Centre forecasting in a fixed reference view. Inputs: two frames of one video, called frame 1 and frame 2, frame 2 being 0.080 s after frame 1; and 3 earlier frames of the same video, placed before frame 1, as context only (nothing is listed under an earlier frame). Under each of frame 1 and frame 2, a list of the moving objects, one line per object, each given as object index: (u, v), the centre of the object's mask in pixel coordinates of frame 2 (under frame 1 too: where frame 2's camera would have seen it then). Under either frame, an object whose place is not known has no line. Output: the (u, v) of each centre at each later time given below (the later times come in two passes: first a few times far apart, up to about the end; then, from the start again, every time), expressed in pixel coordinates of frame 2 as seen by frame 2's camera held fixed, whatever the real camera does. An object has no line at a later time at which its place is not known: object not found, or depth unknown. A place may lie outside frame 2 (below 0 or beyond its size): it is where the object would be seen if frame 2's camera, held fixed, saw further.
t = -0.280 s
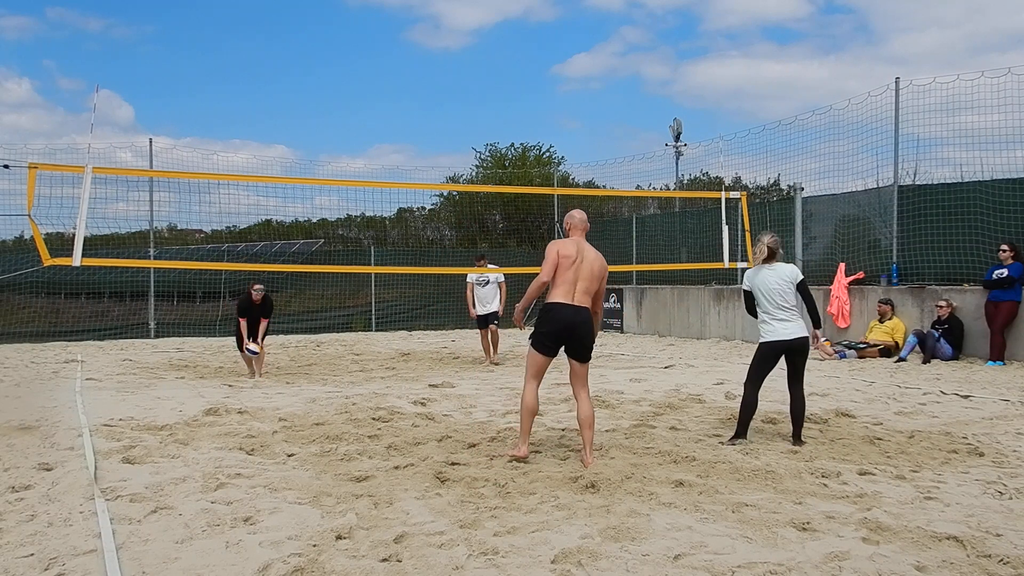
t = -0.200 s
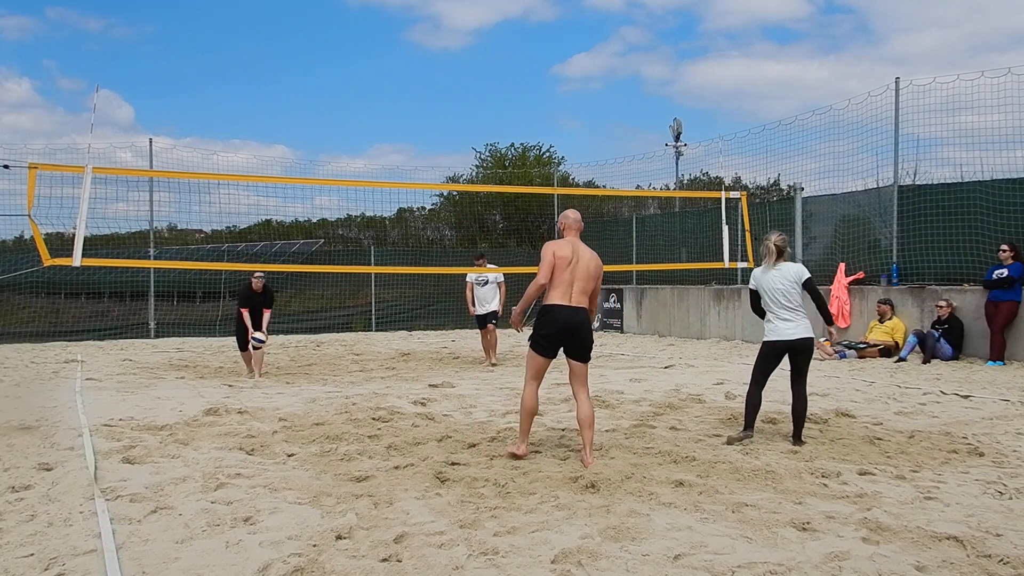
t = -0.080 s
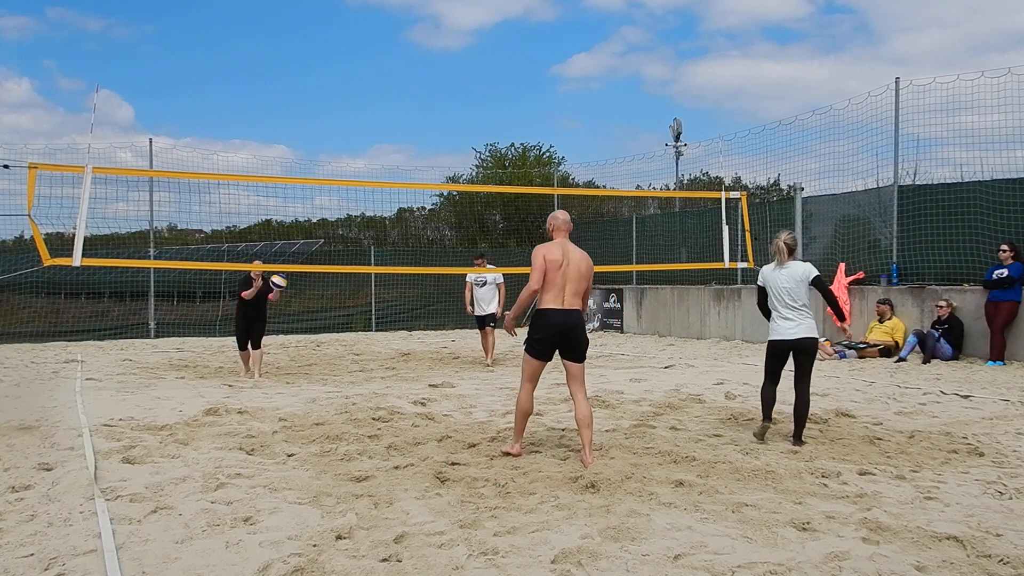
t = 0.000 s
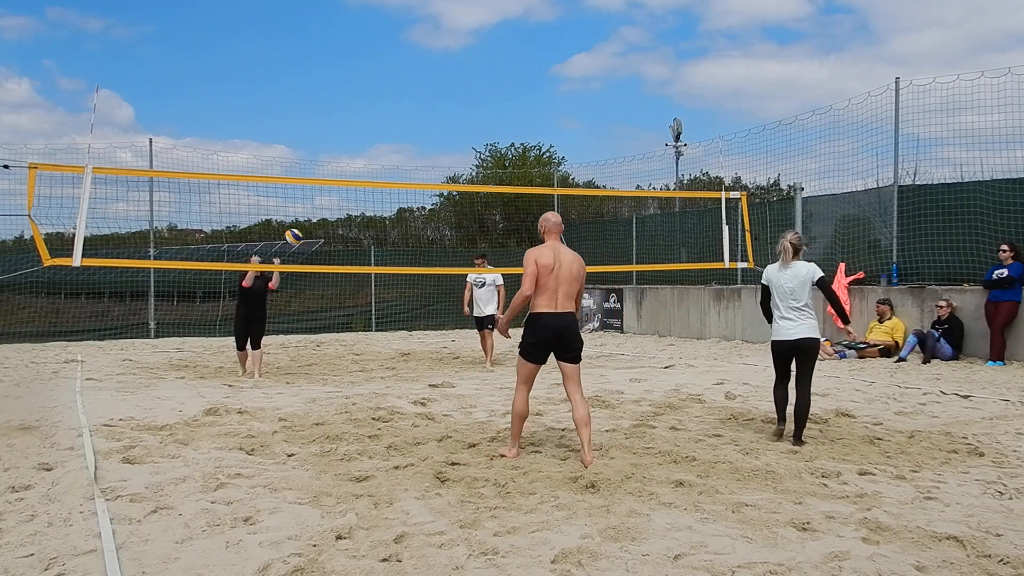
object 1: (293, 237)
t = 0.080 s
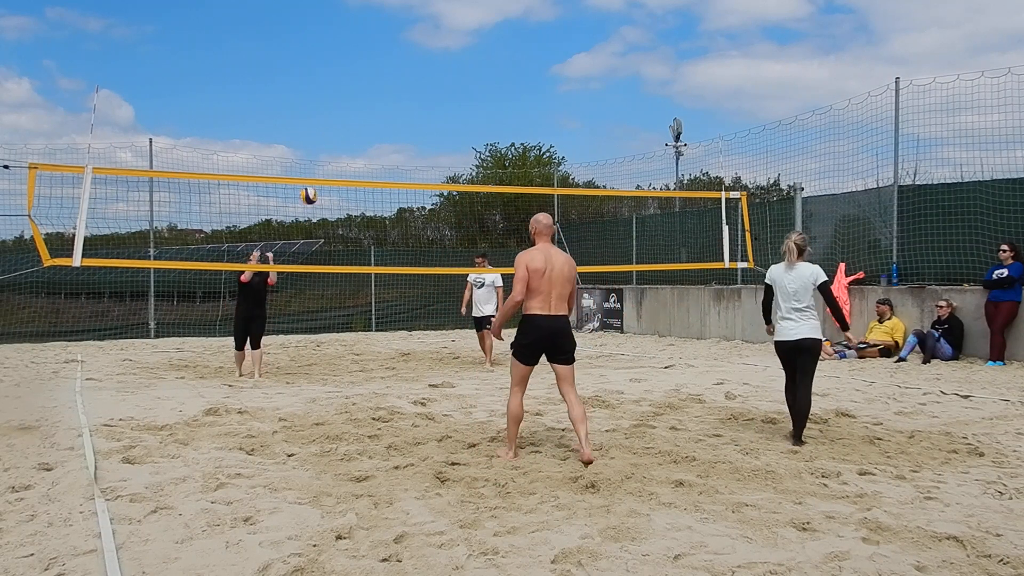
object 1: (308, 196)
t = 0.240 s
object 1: (341, 124)
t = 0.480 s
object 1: (393, 45)
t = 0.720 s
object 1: (452, 13)
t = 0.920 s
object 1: (507, 31)
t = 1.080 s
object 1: (554, 80)
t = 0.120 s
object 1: (316, 174)
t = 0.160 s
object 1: (324, 158)
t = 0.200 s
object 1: (333, 141)
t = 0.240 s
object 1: (341, 124)
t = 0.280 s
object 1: (349, 109)
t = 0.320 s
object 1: (358, 94)
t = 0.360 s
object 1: (366, 80)
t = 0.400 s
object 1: (375, 67)
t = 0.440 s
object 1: (384, 56)
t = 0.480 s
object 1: (393, 45)
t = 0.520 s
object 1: (403, 36)
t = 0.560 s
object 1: (412, 29)
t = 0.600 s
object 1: (422, 22)
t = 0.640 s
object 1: (432, 18)
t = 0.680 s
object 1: (442, 14)
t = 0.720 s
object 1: (452, 13)
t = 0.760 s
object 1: (463, 13)
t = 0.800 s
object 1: (473, 14)
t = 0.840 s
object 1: (484, 18)
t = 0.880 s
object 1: (495, 23)
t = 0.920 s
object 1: (507, 31)
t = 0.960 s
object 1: (518, 39)
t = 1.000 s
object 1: (530, 51)
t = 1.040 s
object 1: (542, 65)
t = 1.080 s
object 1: (554, 80)
